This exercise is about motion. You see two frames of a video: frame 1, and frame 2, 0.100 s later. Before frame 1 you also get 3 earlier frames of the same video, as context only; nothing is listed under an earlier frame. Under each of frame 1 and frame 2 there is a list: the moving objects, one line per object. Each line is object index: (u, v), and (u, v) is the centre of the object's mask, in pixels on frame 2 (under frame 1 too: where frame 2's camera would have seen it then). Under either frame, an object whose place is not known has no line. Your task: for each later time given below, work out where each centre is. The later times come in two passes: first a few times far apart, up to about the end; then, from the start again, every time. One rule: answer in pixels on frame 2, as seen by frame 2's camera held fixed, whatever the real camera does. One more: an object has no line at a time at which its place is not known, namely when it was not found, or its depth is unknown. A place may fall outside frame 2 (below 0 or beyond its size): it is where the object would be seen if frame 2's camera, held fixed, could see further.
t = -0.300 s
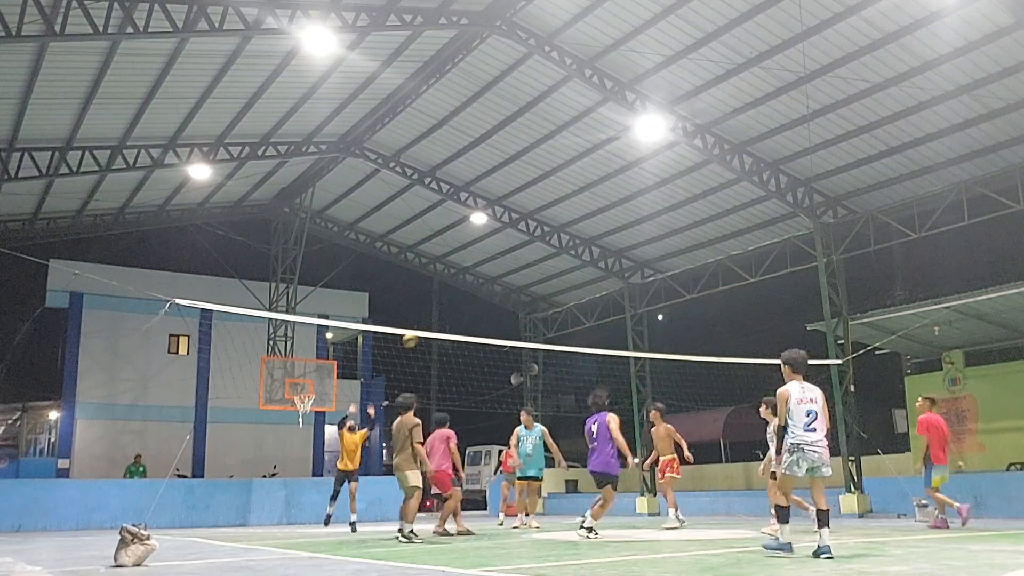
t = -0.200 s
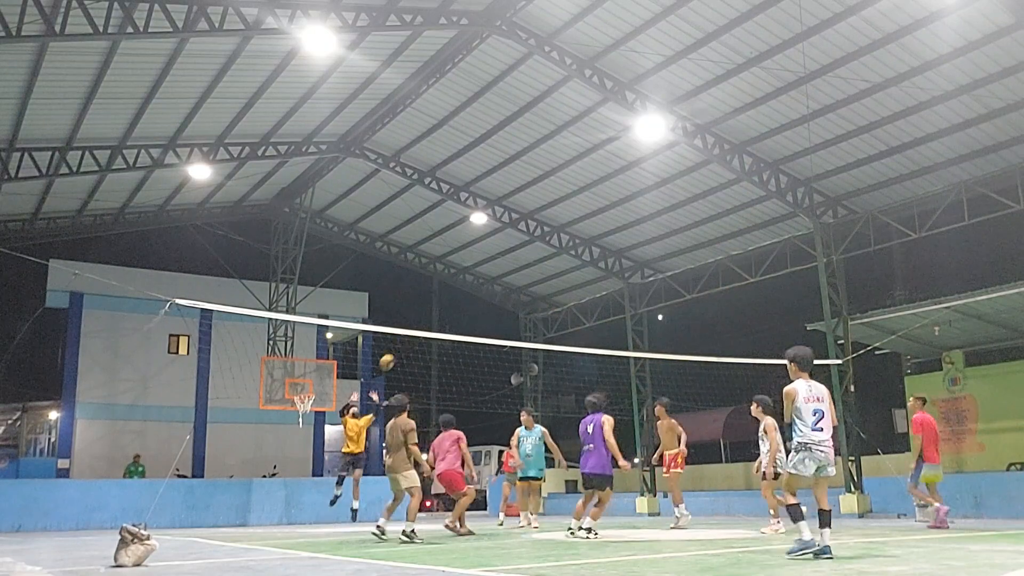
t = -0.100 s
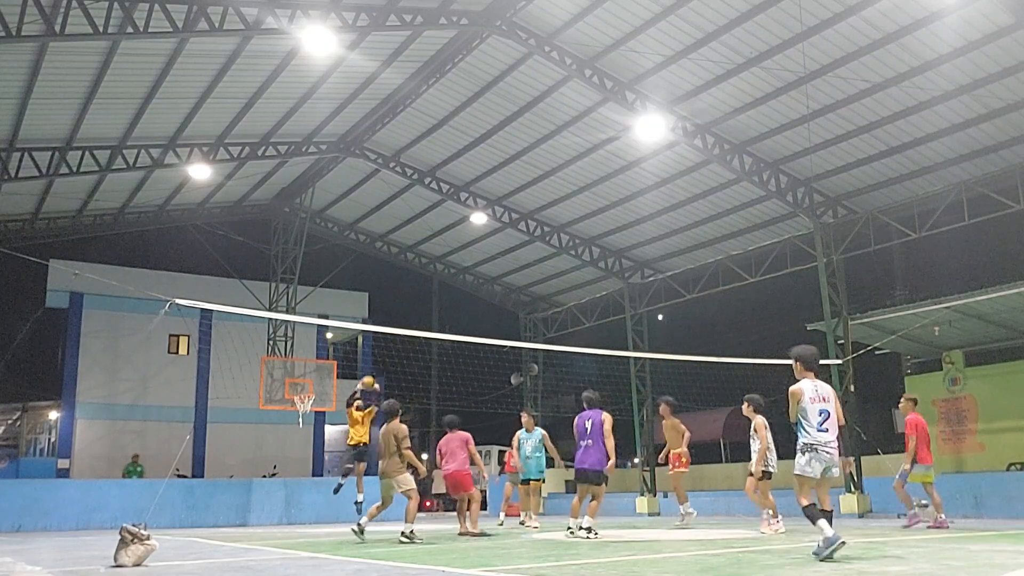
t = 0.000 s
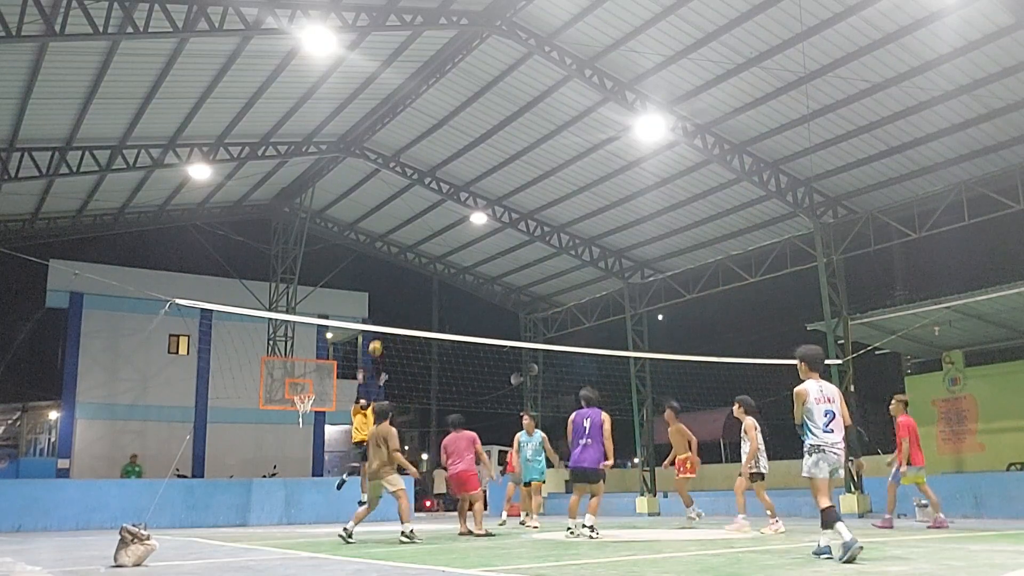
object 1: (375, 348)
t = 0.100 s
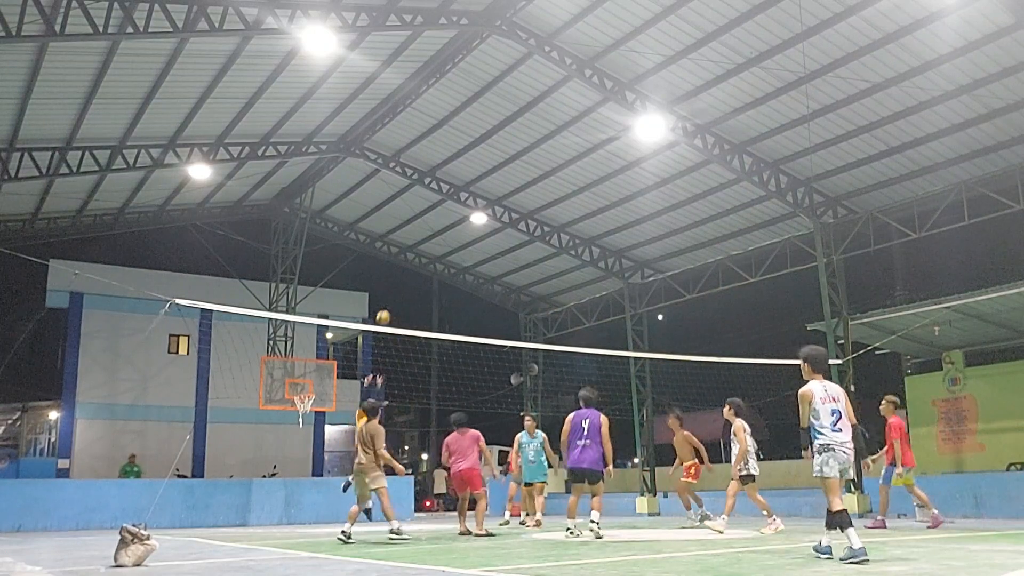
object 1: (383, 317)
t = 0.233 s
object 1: (393, 286)
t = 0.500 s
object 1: (413, 253)
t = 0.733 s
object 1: (431, 259)
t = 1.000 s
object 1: (453, 307)
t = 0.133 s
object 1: (385, 309)
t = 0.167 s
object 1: (388, 301)
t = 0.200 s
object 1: (390, 293)
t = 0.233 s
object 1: (393, 286)
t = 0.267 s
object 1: (395, 280)
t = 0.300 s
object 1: (398, 274)
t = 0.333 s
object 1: (400, 269)
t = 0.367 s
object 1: (403, 265)
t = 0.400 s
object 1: (405, 261)
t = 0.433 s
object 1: (408, 257)
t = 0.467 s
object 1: (411, 255)
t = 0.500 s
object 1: (413, 253)
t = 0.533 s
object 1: (415, 252)
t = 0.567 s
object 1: (418, 251)
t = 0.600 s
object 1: (421, 251)
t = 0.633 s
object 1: (423, 252)
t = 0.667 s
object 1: (426, 254)
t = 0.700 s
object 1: (429, 256)
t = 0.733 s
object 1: (431, 259)
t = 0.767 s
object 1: (434, 262)
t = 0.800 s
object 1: (437, 266)
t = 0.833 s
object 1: (440, 272)
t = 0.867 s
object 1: (442, 277)
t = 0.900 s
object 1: (445, 283)
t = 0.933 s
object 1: (448, 291)
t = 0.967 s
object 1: (451, 298)
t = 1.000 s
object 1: (453, 307)
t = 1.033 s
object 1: (456, 316)
